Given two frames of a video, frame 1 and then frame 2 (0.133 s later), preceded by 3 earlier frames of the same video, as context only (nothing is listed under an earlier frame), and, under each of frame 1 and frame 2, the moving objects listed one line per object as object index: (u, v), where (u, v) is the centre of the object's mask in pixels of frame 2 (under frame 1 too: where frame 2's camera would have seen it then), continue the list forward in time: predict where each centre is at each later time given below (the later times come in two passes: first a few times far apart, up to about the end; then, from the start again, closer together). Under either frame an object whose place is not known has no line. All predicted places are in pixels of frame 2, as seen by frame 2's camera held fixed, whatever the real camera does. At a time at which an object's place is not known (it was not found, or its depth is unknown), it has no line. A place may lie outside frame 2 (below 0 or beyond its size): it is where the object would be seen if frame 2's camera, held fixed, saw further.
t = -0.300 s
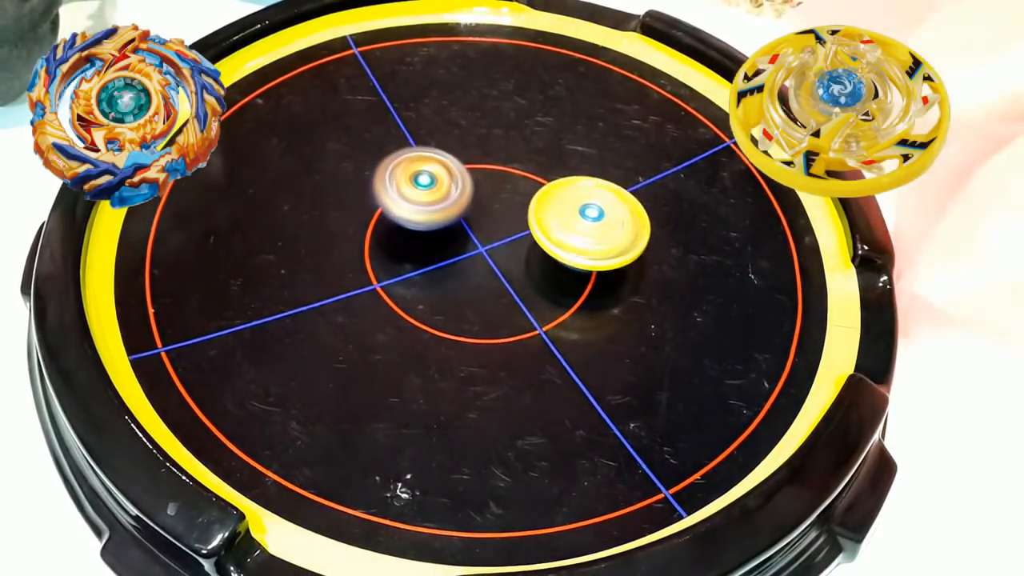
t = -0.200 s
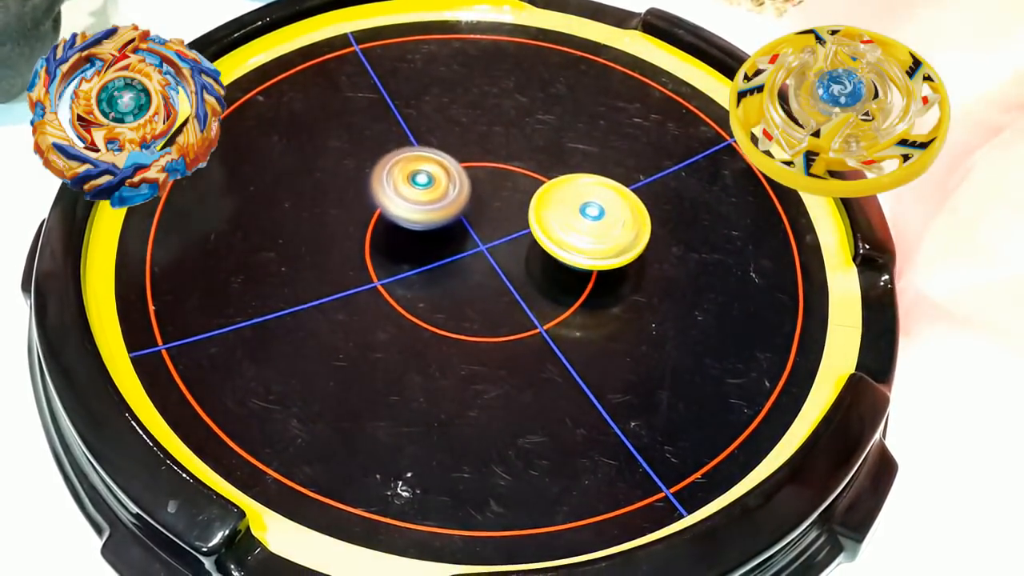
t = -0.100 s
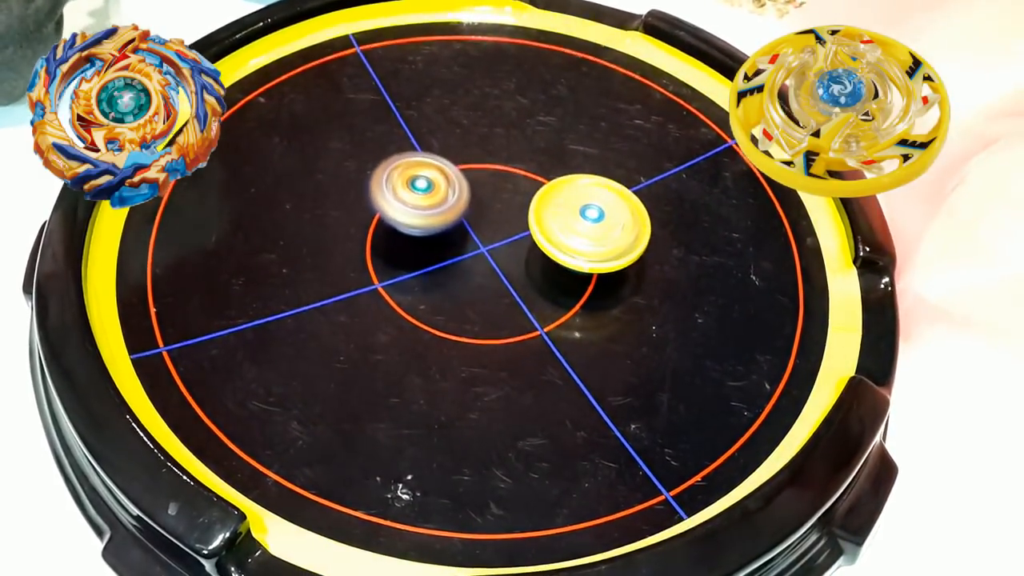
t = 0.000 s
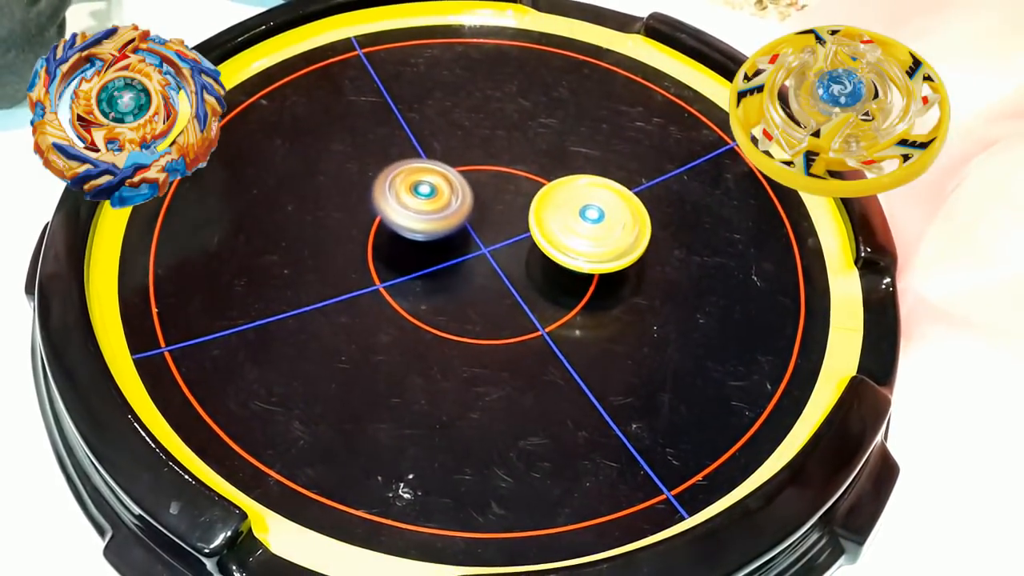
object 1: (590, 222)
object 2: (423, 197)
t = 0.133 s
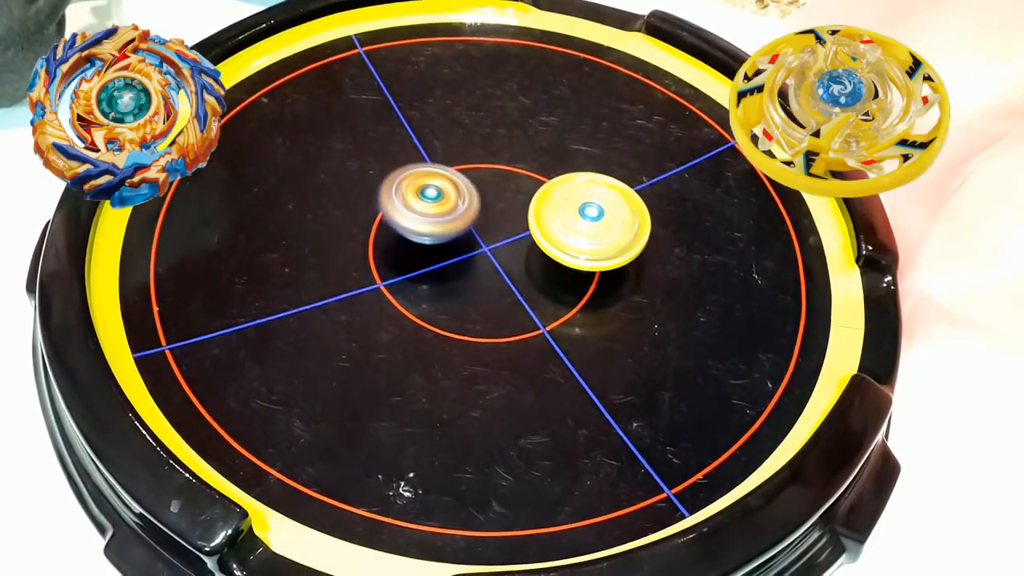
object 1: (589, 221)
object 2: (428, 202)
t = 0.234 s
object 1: (588, 221)
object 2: (435, 206)
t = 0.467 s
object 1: (586, 219)
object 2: (457, 209)
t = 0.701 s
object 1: (596, 219)
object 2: (462, 205)
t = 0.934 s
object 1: (595, 216)
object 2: (464, 195)
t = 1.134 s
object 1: (595, 215)
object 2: (466, 189)
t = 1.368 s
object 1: (594, 214)
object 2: (465, 187)
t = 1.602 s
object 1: (593, 214)
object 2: (467, 190)
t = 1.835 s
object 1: (590, 213)
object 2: (473, 199)
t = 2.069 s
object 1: (596, 211)
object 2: (468, 207)
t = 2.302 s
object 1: (595, 209)
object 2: (473, 216)
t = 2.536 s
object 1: (597, 207)
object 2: (481, 220)
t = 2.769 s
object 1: (599, 207)
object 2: (488, 221)
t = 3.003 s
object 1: (602, 204)
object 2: (485, 223)
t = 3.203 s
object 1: (599, 203)
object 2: (474, 224)
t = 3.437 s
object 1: (599, 203)
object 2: (466, 228)
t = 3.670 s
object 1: (609, 213)
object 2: (465, 230)
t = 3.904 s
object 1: (615, 218)
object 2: (470, 228)
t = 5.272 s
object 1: (613, 218)
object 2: (481, 202)
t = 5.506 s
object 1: (608, 216)
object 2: (486, 206)
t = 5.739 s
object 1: (608, 213)
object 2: (487, 210)
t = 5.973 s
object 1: (611, 210)
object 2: (479, 215)
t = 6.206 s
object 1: (613, 210)
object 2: (466, 220)
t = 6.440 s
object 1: (613, 211)
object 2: (461, 220)
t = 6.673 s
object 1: (608, 211)
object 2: (465, 216)
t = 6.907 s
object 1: (604, 207)
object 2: (465, 211)
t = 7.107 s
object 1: (603, 205)
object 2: (464, 209)
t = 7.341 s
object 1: (611, 208)
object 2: (462, 207)
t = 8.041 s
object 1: (603, 207)
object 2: (474, 207)
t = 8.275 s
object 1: (607, 207)
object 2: (476, 208)
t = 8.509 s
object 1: (612, 211)
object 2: (474, 205)
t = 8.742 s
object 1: (608, 214)
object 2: (472, 205)
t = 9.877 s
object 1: (605, 213)
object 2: (478, 211)
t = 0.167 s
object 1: (589, 221)
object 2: (431, 204)
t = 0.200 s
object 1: (588, 221)
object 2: (433, 205)
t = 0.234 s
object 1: (588, 221)
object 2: (435, 206)
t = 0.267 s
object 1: (588, 220)
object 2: (438, 207)
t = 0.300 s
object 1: (587, 220)
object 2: (441, 208)
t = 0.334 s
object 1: (587, 220)
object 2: (444, 209)
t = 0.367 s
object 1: (587, 220)
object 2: (448, 209)
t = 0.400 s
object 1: (586, 219)
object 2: (451, 209)
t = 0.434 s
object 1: (586, 219)
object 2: (454, 209)
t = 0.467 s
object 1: (586, 219)
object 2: (457, 209)
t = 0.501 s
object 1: (586, 219)
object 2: (461, 209)
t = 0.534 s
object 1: (586, 218)
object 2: (464, 209)
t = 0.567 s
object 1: (586, 218)
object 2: (467, 208)
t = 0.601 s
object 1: (592, 218)
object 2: (464, 208)
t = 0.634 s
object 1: (597, 219)
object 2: (461, 208)
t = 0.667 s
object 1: (597, 219)
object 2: (462, 207)
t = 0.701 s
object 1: (596, 219)
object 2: (462, 205)
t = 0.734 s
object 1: (596, 218)
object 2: (463, 204)
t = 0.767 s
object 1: (596, 218)
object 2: (463, 203)
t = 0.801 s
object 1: (596, 218)
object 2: (464, 201)
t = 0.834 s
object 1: (596, 218)
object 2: (464, 200)
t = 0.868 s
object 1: (595, 217)
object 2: (464, 198)
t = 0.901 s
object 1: (595, 216)
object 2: (465, 197)
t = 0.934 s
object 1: (595, 216)
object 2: (464, 195)
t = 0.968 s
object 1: (595, 216)
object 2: (465, 194)
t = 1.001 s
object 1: (595, 215)
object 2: (465, 192)
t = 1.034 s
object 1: (595, 215)
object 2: (465, 191)
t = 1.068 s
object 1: (595, 215)
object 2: (465, 190)
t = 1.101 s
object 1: (595, 215)
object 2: (466, 189)
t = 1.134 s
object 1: (595, 215)
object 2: (466, 189)
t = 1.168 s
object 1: (595, 215)
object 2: (466, 189)
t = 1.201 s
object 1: (595, 214)
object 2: (465, 188)
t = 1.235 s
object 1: (594, 214)
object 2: (465, 188)
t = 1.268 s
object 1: (594, 214)
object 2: (465, 187)
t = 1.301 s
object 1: (594, 214)
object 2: (465, 188)
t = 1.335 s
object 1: (594, 214)
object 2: (465, 187)
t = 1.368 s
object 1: (594, 214)
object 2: (465, 187)
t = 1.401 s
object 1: (594, 214)
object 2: (465, 187)
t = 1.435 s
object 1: (594, 214)
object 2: (466, 188)
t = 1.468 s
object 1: (594, 214)
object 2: (466, 188)
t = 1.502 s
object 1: (594, 214)
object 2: (466, 189)
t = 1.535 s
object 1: (593, 214)
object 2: (466, 189)
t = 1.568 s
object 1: (593, 214)
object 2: (467, 189)
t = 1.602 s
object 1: (593, 214)
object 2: (467, 190)
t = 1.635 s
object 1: (592, 214)
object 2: (468, 191)
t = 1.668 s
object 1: (592, 213)
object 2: (469, 192)
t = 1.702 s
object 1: (592, 213)
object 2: (470, 193)
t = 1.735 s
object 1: (591, 213)
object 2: (471, 195)
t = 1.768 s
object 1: (591, 213)
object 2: (472, 196)
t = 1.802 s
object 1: (591, 213)
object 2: (473, 197)
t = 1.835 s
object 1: (590, 213)
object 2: (473, 199)
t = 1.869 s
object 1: (591, 213)
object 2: (474, 201)
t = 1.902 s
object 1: (596, 212)
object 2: (470, 201)
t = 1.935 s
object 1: (599, 213)
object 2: (469, 203)
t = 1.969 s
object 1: (598, 213)
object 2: (469, 204)
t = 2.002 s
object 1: (597, 213)
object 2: (468, 205)
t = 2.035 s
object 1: (597, 212)
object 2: (468, 206)
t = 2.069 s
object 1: (596, 211)
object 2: (468, 207)
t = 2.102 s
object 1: (596, 211)
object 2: (468, 208)
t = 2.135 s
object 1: (595, 211)
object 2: (468, 209)
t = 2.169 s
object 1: (595, 210)
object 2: (469, 211)
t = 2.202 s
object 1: (595, 210)
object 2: (470, 212)
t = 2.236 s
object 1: (595, 209)
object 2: (471, 213)
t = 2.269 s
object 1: (595, 209)
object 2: (472, 214)
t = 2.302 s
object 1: (595, 209)
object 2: (473, 216)
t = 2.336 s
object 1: (595, 208)
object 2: (474, 217)
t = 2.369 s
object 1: (594, 208)
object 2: (476, 217)
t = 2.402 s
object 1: (594, 208)
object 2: (476, 218)
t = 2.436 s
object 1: (595, 208)
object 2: (477, 219)
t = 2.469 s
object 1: (595, 207)
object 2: (479, 220)
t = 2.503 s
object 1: (595, 207)
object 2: (481, 220)
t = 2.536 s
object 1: (597, 207)
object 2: (481, 220)
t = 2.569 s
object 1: (598, 207)
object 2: (482, 221)
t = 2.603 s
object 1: (597, 207)
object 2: (483, 221)
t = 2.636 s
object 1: (597, 207)
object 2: (484, 221)
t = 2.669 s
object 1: (597, 207)
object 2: (485, 221)
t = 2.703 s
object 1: (597, 207)
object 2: (487, 221)
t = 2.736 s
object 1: (599, 207)
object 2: (487, 221)
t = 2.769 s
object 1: (599, 207)
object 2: (488, 221)
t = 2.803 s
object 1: (602, 206)
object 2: (487, 221)
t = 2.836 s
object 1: (603, 207)
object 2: (488, 222)
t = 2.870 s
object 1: (603, 207)
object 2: (488, 222)
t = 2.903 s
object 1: (602, 207)
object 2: (488, 221)
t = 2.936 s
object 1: (600, 205)
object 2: (488, 221)
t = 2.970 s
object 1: (599, 205)
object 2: (487, 222)
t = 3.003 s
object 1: (602, 204)
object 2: (485, 223)
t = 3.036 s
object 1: (603, 205)
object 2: (483, 223)
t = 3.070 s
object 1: (602, 205)
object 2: (481, 223)
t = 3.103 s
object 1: (601, 204)
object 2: (479, 223)
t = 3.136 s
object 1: (600, 204)
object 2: (477, 223)
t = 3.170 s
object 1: (599, 203)
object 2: (475, 224)
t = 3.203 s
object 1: (599, 203)
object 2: (474, 224)
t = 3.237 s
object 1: (598, 202)
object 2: (472, 225)
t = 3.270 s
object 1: (597, 202)
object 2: (471, 225)
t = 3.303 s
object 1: (597, 201)
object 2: (470, 225)
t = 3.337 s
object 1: (596, 200)
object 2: (469, 226)
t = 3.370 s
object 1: (596, 200)
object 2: (468, 227)
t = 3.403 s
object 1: (598, 201)
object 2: (467, 227)
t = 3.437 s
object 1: (599, 203)
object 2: (466, 228)
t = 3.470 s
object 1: (601, 204)
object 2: (466, 228)
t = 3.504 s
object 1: (602, 206)
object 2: (466, 229)
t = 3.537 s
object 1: (603, 208)
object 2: (465, 229)
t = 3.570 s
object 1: (605, 209)
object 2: (465, 229)
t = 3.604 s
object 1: (606, 210)
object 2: (465, 229)
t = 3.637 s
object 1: (608, 212)
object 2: (465, 229)
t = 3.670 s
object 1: (609, 213)
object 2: (465, 230)
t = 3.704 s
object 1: (609, 214)
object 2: (465, 230)
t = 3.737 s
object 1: (611, 215)
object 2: (466, 230)
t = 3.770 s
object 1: (612, 216)
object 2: (467, 230)
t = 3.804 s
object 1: (613, 216)
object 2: (468, 229)
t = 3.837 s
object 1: (614, 216)
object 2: (468, 229)
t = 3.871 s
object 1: (615, 217)
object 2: (469, 229)
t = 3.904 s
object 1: (615, 218)
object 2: (470, 228)
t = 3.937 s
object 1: (615, 219)
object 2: (471, 228)
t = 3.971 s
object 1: (615, 219)
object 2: (472, 227)
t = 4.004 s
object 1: (615, 219)
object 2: (474, 226)
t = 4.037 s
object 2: (475, 225)
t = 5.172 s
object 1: (614, 218)
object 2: (481, 201)
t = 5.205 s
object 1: (614, 218)
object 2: (481, 201)
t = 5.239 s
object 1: (613, 218)
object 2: (481, 201)
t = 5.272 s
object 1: (613, 218)
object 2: (481, 202)
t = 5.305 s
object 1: (612, 218)
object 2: (481, 202)
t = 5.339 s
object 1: (612, 218)
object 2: (482, 203)
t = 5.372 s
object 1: (611, 218)
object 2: (483, 203)
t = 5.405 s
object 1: (610, 218)
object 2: (483, 204)
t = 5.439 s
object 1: (609, 217)
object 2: (484, 204)
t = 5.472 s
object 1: (609, 217)
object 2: (485, 205)
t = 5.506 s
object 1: (608, 216)
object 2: (486, 206)
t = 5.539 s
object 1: (607, 216)
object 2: (487, 207)
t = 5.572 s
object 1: (607, 215)
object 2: (489, 207)
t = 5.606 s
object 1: (607, 214)
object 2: (490, 208)
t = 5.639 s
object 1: (608, 214)
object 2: (489, 208)
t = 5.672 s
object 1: (608, 215)
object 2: (490, 209)
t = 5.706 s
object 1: (606, 214)
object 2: (490, 209)
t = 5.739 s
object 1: (608, 213)
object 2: (487, 210)
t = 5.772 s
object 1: (612, 213)
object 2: (485, 211)
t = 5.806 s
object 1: (612, 213)
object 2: (484, 212)
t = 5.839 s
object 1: (610, 212)
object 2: (482, 213)
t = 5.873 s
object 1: (611, 211)
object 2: (481, 213)
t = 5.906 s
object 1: (612, 211)
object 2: (481, 214)
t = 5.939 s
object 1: (611, 210)
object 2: (480, 215)
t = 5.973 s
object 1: (611, 210)
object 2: (479, 215)
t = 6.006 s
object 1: (612, 209)
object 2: (478, 216)
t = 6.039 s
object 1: (612, 209)
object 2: (478, 217)
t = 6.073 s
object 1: (612, 210)
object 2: (477, 218)
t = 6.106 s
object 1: (613, 210)
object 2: (473, 218)
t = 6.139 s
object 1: (613, 209)
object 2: (469, 218)
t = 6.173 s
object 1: (613, 209)
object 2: (467, 219)
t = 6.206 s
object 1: (613, 210)
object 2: (466, 220)
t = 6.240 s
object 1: (613, 210)
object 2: (463, 220)
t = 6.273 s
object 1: (613, 210)
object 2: (460, 220)
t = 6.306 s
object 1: (613, 210)
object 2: (460, 221)
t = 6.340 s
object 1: (614, 211)
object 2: (461, 221)
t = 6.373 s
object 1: (614, 211)
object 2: (460, 220)
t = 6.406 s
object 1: (613, 212)
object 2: (460, 220)
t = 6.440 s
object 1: (613, 211)
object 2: (461, 220)
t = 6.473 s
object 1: (613, 212)
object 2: (462, 220)
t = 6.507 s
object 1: (612, 212)
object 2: (462, 220)
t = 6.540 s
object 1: (611, 212)
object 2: (462, 219)
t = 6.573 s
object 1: (611, 212)
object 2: (463, 218)
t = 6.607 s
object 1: (610, 212)
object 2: (464, 218)
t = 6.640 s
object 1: (609, 212)
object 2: (464, 217)
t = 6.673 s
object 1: (608, 211)
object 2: (465, 216)
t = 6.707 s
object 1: (608, 211)
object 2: (465, 216)
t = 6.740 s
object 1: (607, 211)
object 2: (465, 215)
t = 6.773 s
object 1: (606, 210)
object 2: (465, 214)
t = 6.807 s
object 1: (605, 209)
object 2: (465, 213)
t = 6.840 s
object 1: (604, 209)
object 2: (465, 213)
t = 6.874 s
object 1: (604, 208)
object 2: (465, 212)
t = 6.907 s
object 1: (604, 207)
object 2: (465, 211)
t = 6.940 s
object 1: (603, 207)
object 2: (465, 211)
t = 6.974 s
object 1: (603, 206)
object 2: (464, 210)
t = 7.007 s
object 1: (603, 206)
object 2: (464, 210)
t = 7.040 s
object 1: (603, 206)
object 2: (464, 209)
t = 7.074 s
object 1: (603, 205)
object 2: (464, 209)
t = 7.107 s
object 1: (603, 205)
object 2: (464, 209)
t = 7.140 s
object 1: (604, 205)
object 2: (463, 208)
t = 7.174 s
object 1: (606, 206)
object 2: (463, 208)
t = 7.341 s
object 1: (611, 208)
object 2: (462, 207)
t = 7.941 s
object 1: (604, 208)
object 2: (472, 208)
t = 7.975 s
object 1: (604, 207)
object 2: (473, 208)
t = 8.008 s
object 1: (604, 207)
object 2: (474, 208)
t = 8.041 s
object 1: (603, 207)
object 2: (474, 207)
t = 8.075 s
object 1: (603, 206)
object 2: (475, 207)
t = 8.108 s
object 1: (604, 206)
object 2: (476, 206)
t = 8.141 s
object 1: (604, 206)
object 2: (475, 206)
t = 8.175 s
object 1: (604, 205)
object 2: (475, 208)
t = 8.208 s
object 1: (606, 206)
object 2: (477, 207)
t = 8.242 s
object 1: (606, 206)
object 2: (476, 207)
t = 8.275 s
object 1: (607, 207)
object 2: (476, 208)
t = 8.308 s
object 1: (609, 207)
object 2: (477, 208)
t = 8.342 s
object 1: (610, 208)
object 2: (476, 207)
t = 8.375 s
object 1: (610, 208)
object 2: (476, 207)
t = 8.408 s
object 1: (611, 209)
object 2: (475, 206)
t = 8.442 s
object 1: (612, 210)
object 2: (475, 205)
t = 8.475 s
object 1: (612, 211)
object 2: (474, 205)
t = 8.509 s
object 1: (612, 211)
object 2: (474, 205)
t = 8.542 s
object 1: (612, 212)
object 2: (474, 205)
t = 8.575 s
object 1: (612, 213)
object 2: (473, 205)
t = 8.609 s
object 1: (611, 213)
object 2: (472, 205)
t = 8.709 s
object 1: (609, 214)
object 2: (472, 205)
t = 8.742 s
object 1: (608, 214)
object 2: (472, 205)
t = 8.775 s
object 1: (607, 214)
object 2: (472, 205)
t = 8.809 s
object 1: (606, 213)
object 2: (472, 206)
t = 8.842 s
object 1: (606, 213)
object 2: (472, 206)
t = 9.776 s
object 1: (607, 214)
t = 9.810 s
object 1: (606, 214)
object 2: (479, 211)
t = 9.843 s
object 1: (606, 214)
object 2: (478, 211)
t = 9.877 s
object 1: (605, 213)
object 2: (478, 211)
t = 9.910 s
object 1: (604, 213)
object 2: (477, 211)
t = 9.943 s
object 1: (605, 212)
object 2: (478, 212)
